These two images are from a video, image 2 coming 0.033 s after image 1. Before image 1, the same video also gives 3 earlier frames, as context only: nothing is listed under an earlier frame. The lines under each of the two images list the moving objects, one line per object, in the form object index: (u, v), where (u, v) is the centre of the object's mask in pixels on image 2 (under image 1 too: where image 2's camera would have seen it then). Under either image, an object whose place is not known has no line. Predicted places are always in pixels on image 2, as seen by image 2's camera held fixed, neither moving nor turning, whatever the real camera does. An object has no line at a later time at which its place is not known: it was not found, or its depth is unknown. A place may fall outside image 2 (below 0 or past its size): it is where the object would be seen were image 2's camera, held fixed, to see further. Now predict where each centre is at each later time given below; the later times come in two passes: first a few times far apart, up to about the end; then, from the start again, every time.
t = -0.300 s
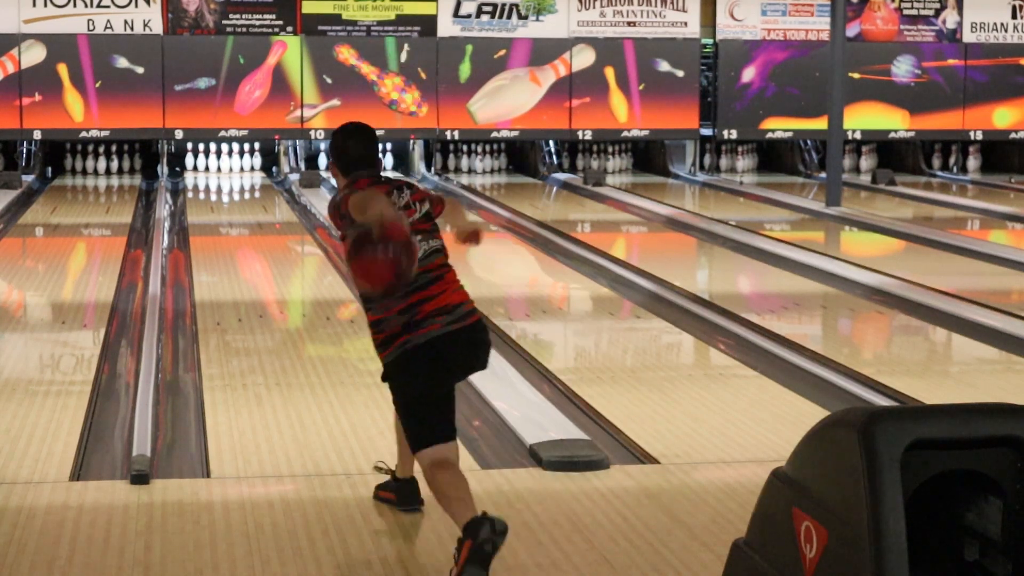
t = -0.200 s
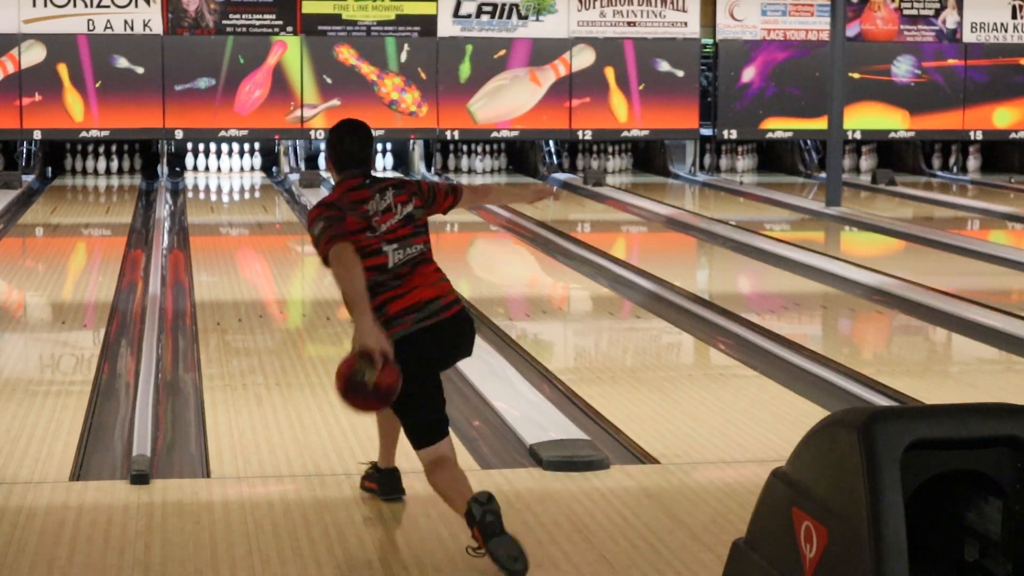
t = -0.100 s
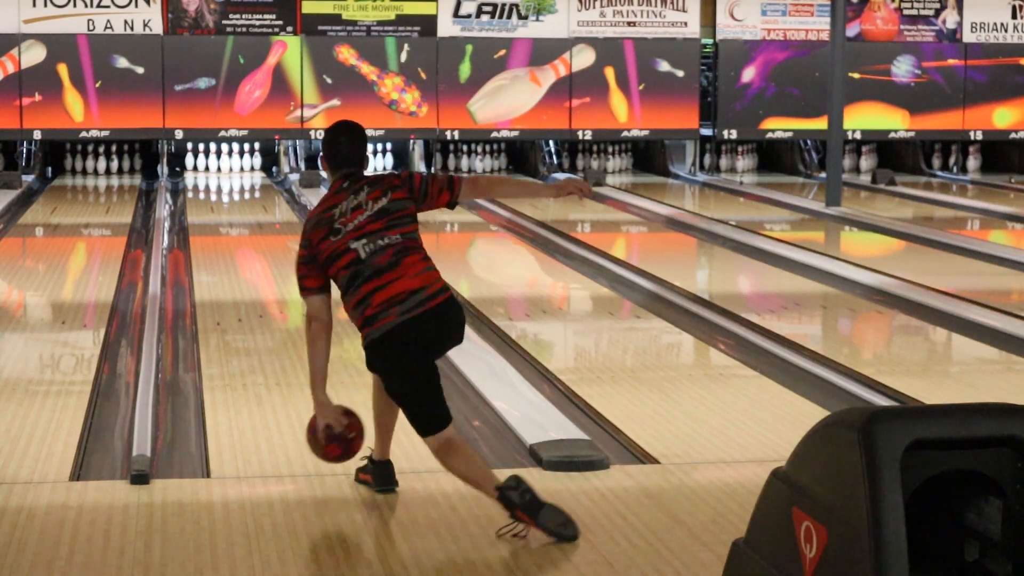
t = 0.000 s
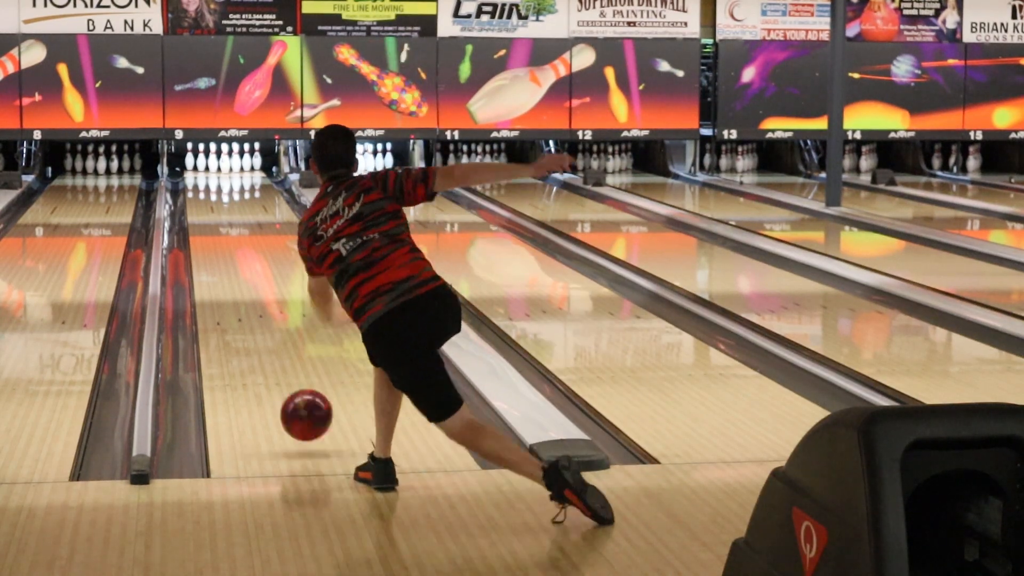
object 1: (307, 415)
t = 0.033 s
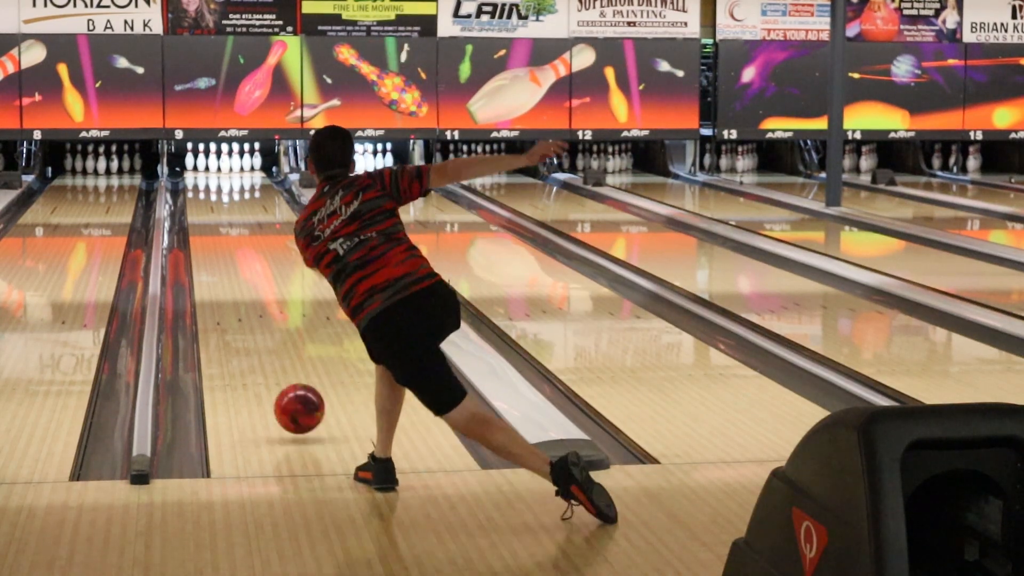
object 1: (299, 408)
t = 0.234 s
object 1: (266, 355)
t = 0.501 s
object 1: (237, 300)
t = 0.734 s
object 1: (220, 266)
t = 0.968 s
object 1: (209, 239)
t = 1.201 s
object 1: (202, 219)
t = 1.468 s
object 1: (197, 202)
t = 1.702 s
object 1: (197, 189)
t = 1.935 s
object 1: (203, 178)
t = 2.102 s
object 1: (210, 172)
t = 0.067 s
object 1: (293, 405)
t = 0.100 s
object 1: (287, 393)
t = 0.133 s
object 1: (281, 383)
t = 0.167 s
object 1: (276, 374)
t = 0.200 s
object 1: (271, 364)
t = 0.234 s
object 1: (266, 355)
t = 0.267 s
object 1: (262, 347)
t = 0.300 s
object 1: (257, 339)
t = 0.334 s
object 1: (254, 332)
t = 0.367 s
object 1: (250, 325)
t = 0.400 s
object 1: (246, 318)
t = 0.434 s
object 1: (243, 311)
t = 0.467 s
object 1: (240, 305)
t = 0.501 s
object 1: (237, 300)
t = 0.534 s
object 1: (234, 294)
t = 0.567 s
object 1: (229, 290)
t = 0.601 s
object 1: (229, 284)
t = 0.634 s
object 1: (227, 279)
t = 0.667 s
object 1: (224, 274)
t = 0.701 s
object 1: (222, 270)
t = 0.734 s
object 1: (220, 266)
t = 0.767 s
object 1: (219, 261)
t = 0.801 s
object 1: (217, 257)
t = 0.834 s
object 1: (215, 254)
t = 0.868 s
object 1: (213, 250)
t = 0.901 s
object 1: (212, 246)
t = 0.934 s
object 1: (210, 243)
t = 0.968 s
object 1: (209, 239)
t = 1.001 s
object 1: (208, 236)
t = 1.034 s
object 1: (207, 233)
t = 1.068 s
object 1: (206, 230)
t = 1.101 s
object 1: (205, 227)
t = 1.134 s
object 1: (204, 225)
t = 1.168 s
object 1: (203, 222)
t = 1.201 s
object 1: (202, 219)
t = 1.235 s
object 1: (201, 217)
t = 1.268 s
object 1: (200, 214)
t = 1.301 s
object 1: (200, 212)
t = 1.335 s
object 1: (199, 210)
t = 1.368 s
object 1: (198, 207)
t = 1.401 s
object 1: (198, 206)
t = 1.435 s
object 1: (198, 203)
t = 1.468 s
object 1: (197, 202)
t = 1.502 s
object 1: (197, 199)
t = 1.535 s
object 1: (197, 197)
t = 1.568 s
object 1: (196, 196)
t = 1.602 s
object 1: (197, 194)
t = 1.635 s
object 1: (197, 192)
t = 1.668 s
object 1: (197, 190)
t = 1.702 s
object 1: (197, 189)
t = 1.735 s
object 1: (197, 187)
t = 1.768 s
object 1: (198, 185)
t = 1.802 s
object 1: (199, 184)
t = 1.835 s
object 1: (200, 182)
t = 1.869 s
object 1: (200, 181)
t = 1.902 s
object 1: (202, 179)
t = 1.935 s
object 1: (203, 178)
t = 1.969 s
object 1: (204, 177)
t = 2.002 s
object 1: (206, 176)
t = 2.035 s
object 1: (207, 175)
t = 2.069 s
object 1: (208, 174)
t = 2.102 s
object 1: (210, 172)
